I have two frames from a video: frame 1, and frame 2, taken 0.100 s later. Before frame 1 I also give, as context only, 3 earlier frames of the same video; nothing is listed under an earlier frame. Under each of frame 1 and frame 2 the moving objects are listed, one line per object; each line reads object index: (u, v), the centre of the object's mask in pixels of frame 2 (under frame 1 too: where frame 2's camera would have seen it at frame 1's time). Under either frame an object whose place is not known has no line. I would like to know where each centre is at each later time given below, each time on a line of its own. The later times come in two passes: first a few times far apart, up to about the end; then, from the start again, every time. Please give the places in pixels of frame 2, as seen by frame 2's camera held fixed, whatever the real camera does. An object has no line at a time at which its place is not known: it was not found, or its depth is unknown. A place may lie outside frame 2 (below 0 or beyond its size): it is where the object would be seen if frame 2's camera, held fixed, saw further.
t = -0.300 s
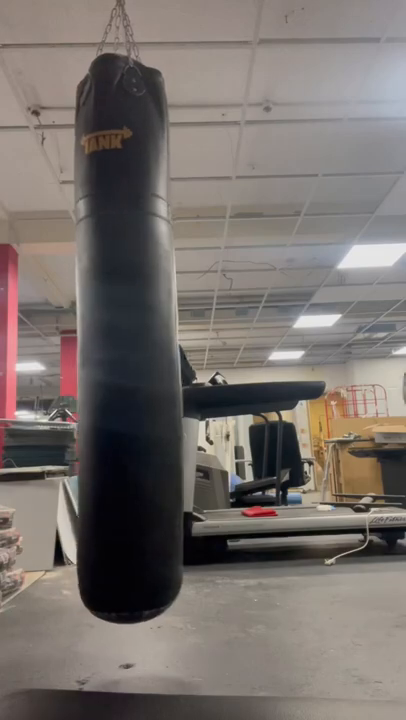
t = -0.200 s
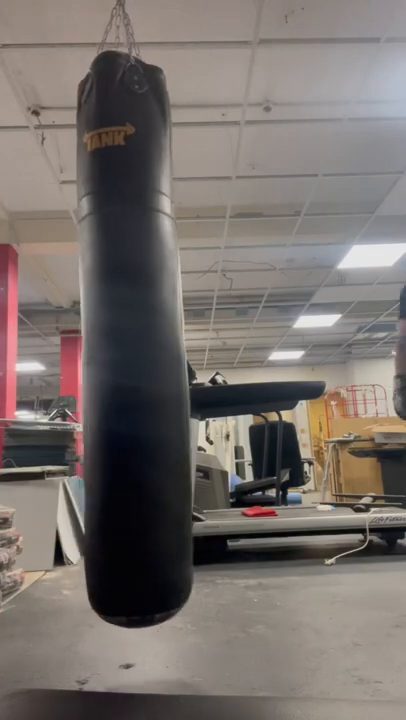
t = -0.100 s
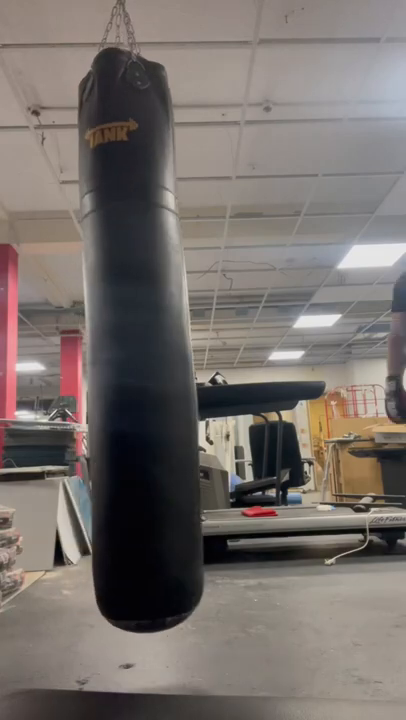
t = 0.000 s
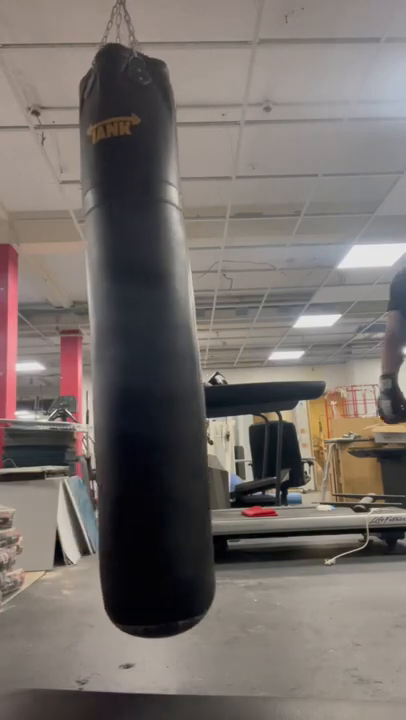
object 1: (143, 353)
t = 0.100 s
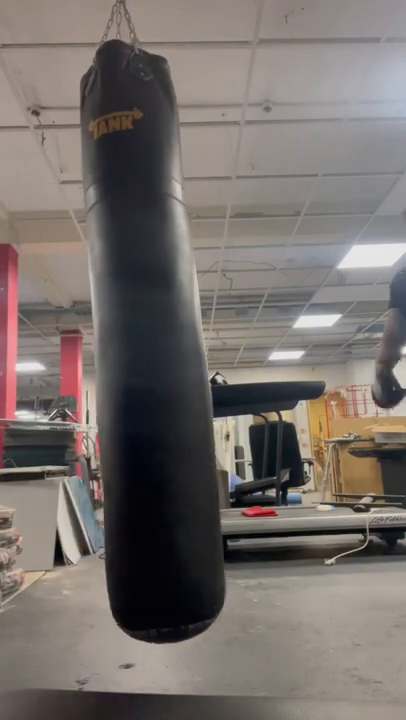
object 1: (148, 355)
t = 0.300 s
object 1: (155, 360)
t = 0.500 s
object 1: (156, 364)
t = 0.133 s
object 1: (150, 356)
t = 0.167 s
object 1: (151, 357)
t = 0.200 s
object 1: (153, 358)
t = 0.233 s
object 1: (154, 359)
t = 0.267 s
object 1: (155, 359)
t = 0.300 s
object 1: (155, 360)
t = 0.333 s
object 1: (156, 360)
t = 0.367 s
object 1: (157, 361)
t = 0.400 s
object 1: (157, 362)
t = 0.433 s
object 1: (157, 362)
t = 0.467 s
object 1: (157, 363)
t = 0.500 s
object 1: (156, 364)
